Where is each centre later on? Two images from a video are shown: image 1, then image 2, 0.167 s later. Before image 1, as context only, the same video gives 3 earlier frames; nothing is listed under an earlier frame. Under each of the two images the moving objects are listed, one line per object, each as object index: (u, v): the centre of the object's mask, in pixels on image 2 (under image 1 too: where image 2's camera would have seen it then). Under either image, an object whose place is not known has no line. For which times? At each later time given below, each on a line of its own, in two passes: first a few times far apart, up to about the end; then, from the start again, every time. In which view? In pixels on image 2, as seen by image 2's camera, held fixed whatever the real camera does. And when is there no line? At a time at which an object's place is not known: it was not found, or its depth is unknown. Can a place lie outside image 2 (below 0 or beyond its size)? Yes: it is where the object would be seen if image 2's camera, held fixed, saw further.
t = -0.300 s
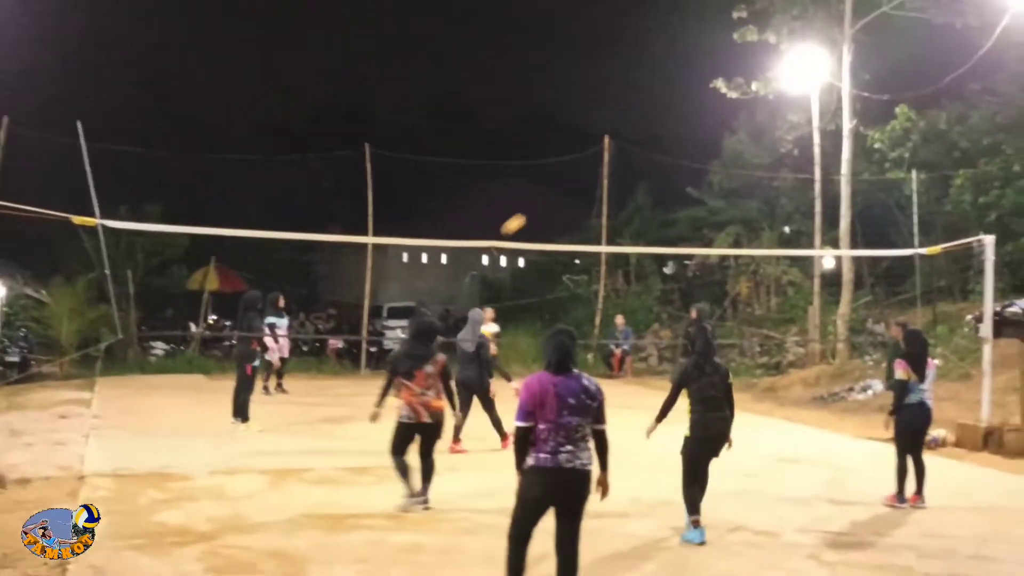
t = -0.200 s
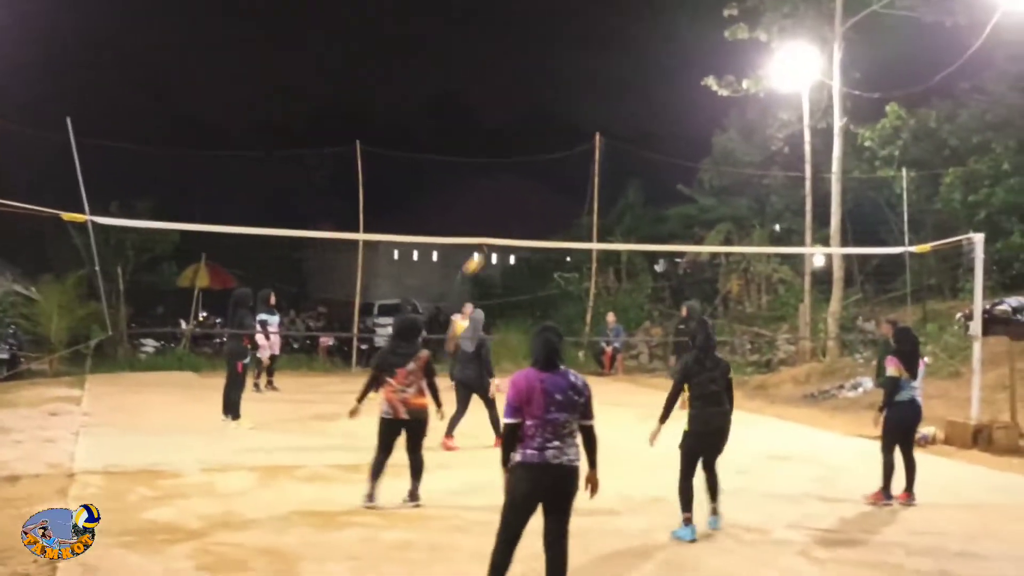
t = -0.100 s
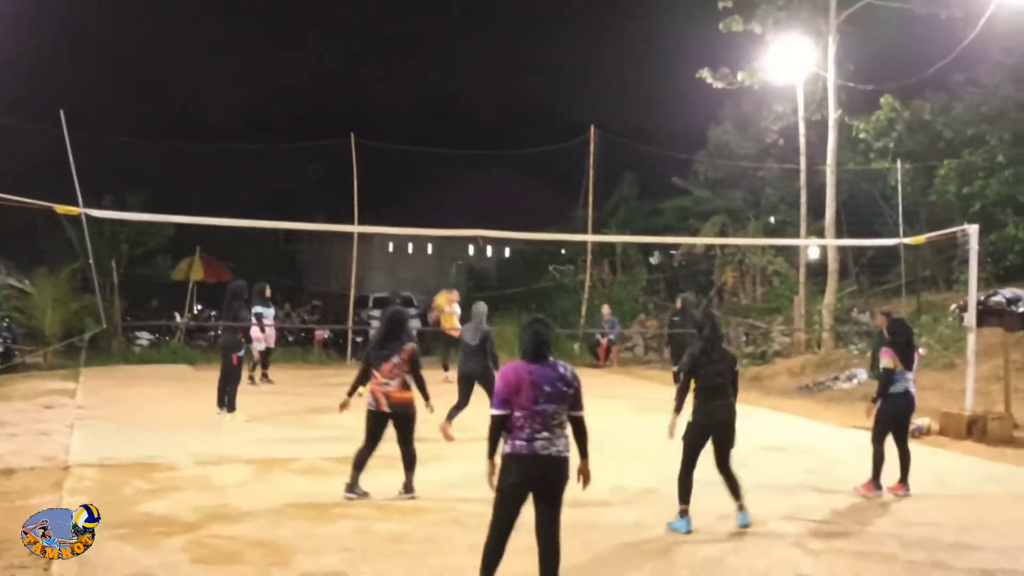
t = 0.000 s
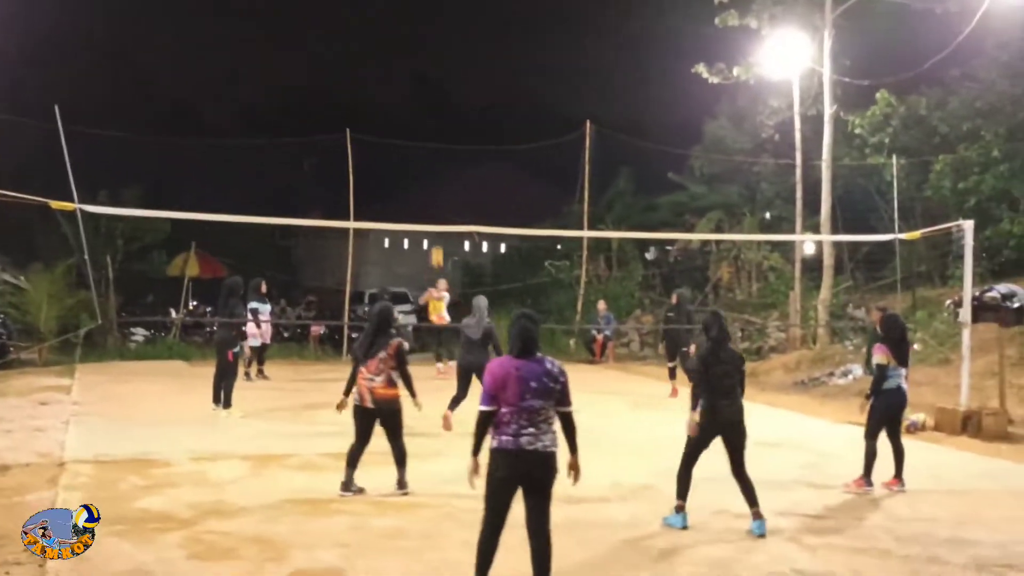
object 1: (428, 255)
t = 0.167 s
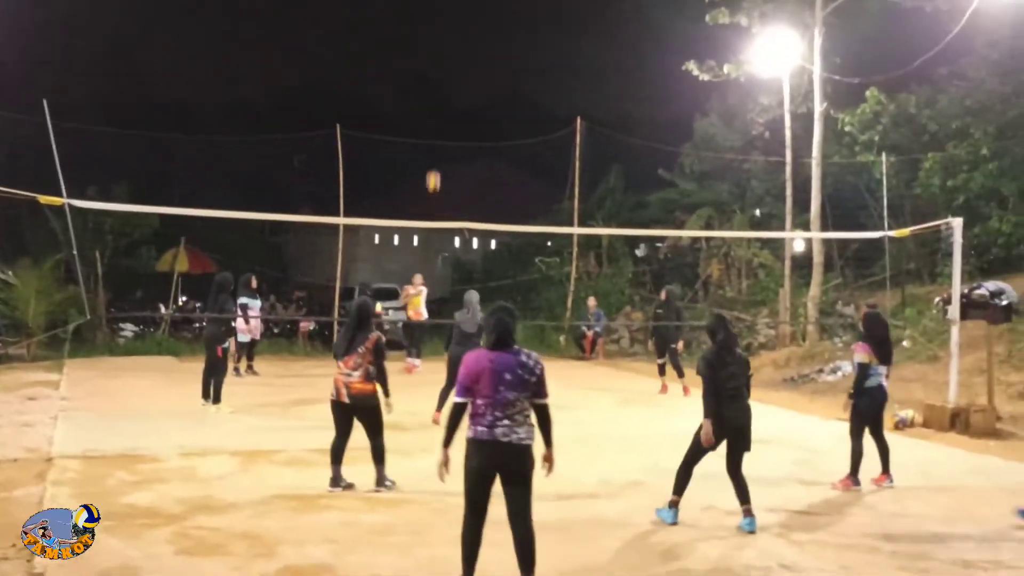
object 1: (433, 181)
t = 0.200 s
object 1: (435, 168)
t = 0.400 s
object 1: (439, 108)
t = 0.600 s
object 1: (441, 72)
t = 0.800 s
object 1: (445, 63)
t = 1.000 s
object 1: (447, 80)
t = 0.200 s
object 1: (435, 168)
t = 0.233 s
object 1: (436, 156)
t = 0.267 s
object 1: (436, 145)
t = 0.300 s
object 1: (437, 135)
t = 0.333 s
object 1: (438, 125)
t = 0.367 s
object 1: (438, 117)
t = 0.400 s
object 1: (439, 108)
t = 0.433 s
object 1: (439, 100)
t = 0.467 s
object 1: (439, 93)
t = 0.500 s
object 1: (440, 87)
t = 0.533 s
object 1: (440, 81)
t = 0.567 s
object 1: (441, 76)
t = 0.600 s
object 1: (441, 72)
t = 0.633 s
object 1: (442, 69)
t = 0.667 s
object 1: (443, 66)
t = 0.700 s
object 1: (443, 65)
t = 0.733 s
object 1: (444, 63)
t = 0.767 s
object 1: (444, 63)
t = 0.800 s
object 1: (445, 63)
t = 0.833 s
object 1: (445, 64)
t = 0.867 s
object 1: (446, 65)
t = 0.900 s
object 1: (446, 68)
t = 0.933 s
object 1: (446, 70)
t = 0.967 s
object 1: (446, 75)
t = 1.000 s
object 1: (447, 80)
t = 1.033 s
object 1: (447, 85)
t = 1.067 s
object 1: (448, 90)
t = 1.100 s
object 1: (448, 98)
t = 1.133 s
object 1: (448, 105)
